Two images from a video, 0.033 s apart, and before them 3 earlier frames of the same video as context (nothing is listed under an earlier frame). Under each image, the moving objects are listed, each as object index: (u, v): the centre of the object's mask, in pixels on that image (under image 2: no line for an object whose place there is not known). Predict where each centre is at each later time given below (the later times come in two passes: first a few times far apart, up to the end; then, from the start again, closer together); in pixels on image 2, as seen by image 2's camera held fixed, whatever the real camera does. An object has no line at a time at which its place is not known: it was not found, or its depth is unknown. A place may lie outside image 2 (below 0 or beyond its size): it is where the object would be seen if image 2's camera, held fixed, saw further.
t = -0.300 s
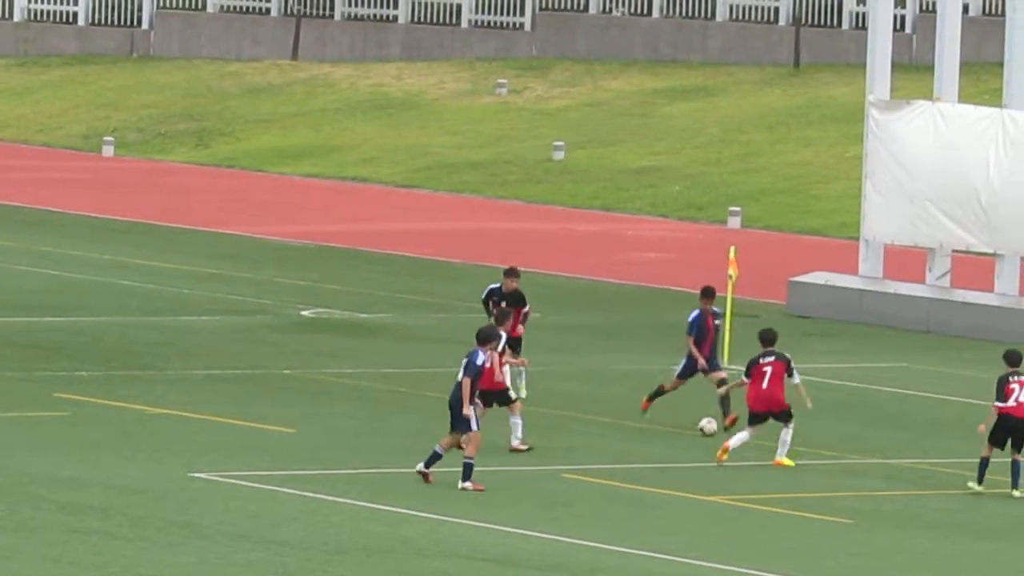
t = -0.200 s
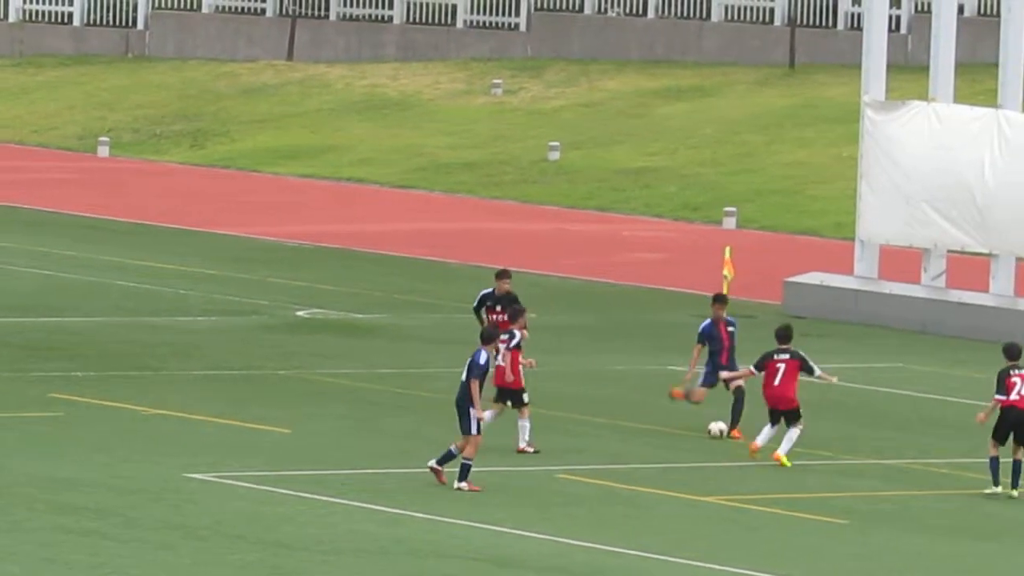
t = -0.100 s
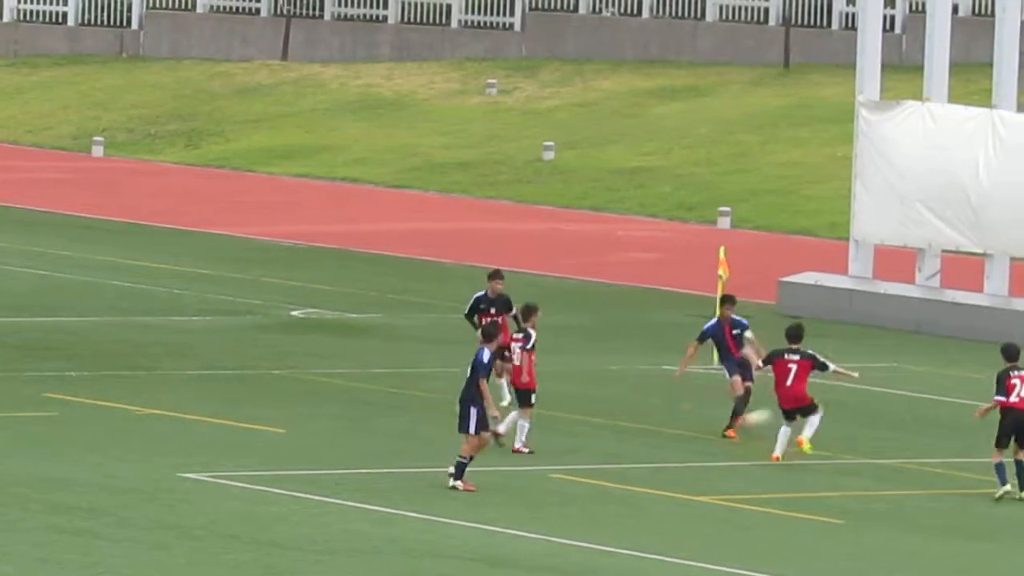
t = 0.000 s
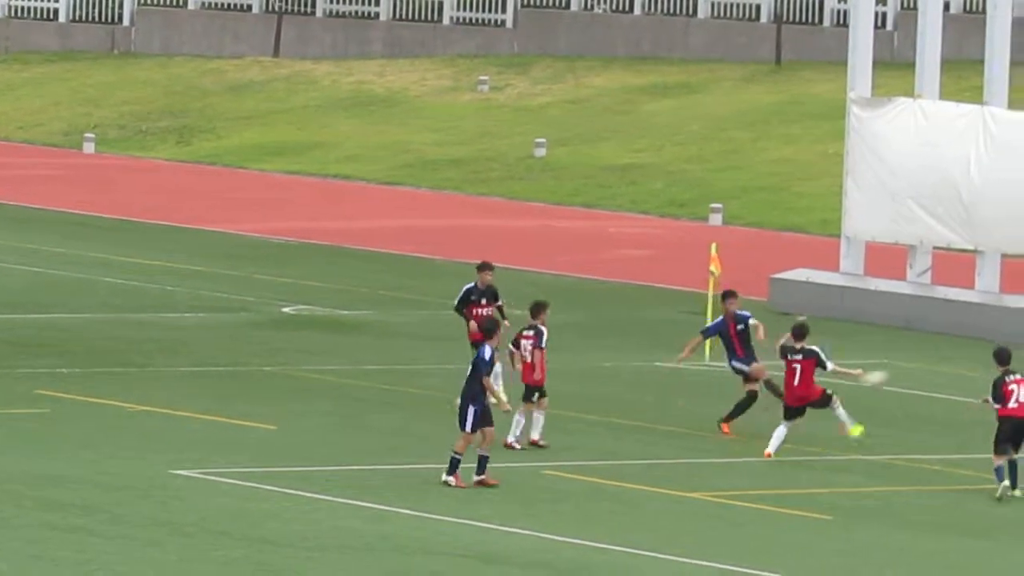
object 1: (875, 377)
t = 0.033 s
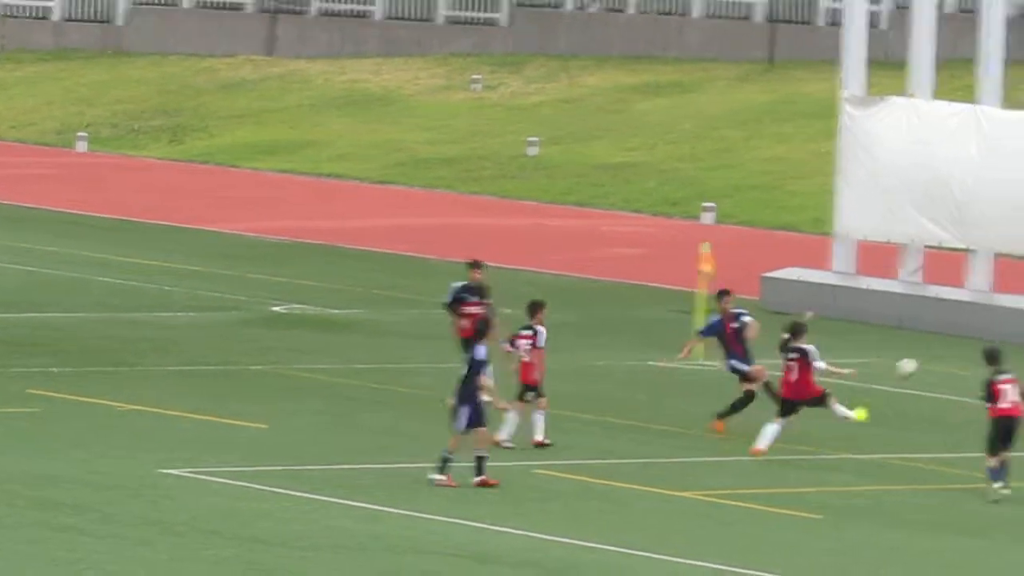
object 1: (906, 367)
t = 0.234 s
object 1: (1161, 321)
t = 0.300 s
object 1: (1259, 315)
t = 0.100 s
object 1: (994, 347)
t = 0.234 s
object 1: (1161, 321)
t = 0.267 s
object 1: (1210, 318)
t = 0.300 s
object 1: (1259, 315)
